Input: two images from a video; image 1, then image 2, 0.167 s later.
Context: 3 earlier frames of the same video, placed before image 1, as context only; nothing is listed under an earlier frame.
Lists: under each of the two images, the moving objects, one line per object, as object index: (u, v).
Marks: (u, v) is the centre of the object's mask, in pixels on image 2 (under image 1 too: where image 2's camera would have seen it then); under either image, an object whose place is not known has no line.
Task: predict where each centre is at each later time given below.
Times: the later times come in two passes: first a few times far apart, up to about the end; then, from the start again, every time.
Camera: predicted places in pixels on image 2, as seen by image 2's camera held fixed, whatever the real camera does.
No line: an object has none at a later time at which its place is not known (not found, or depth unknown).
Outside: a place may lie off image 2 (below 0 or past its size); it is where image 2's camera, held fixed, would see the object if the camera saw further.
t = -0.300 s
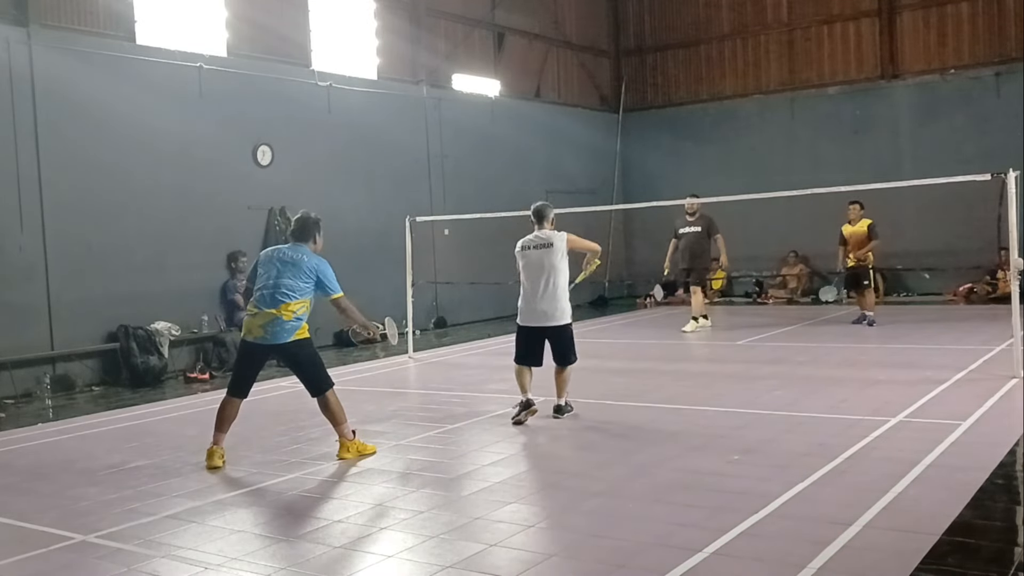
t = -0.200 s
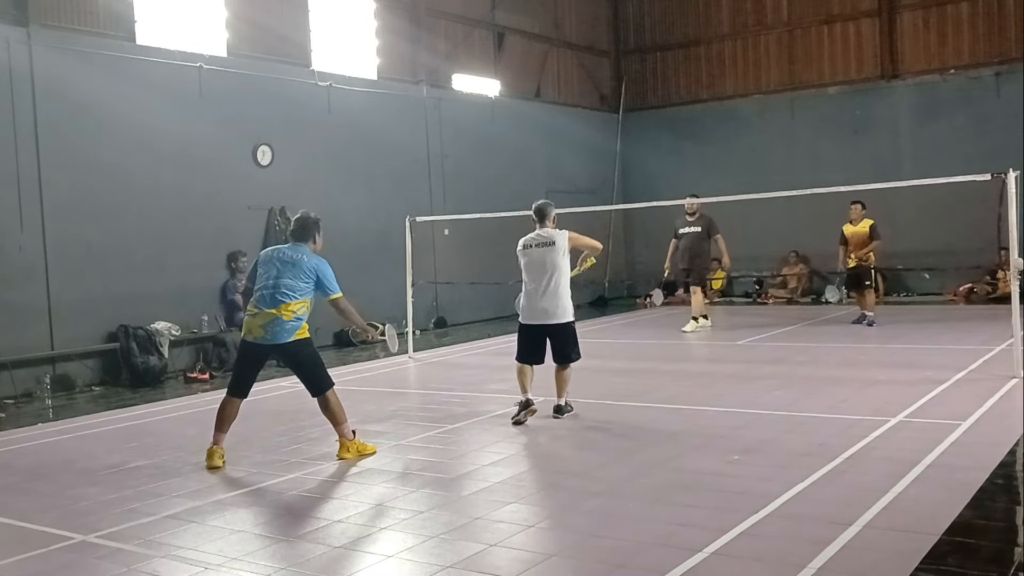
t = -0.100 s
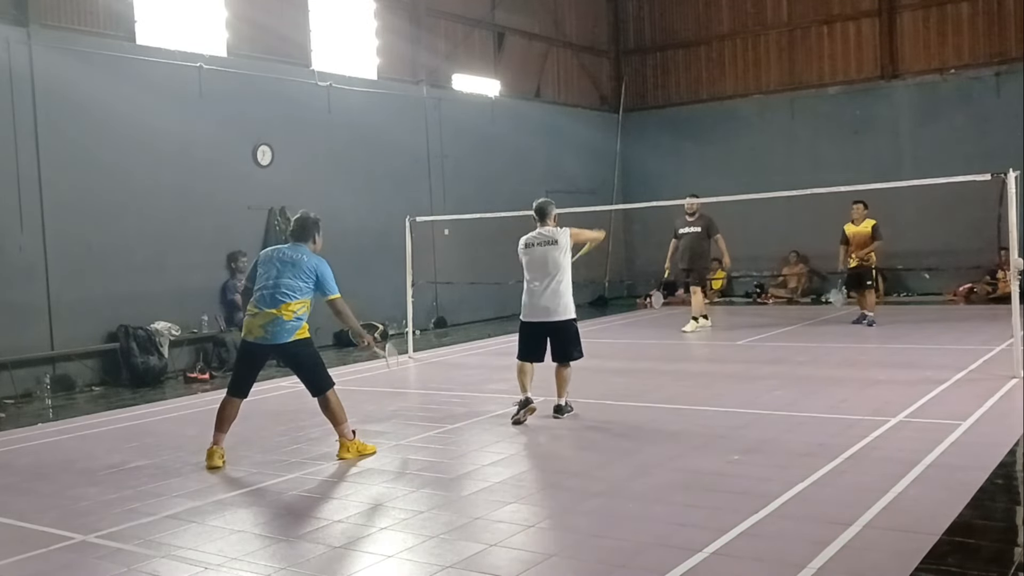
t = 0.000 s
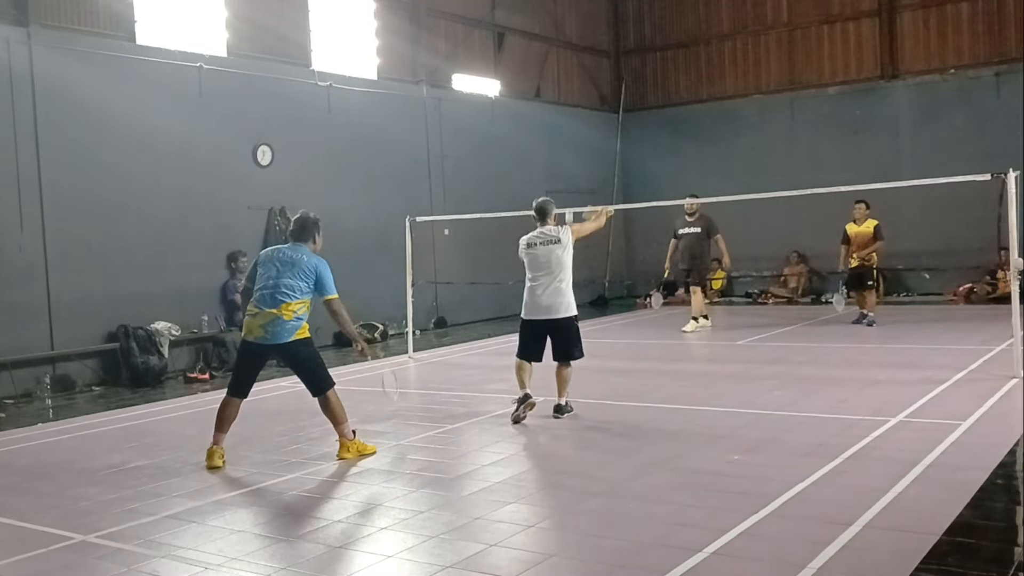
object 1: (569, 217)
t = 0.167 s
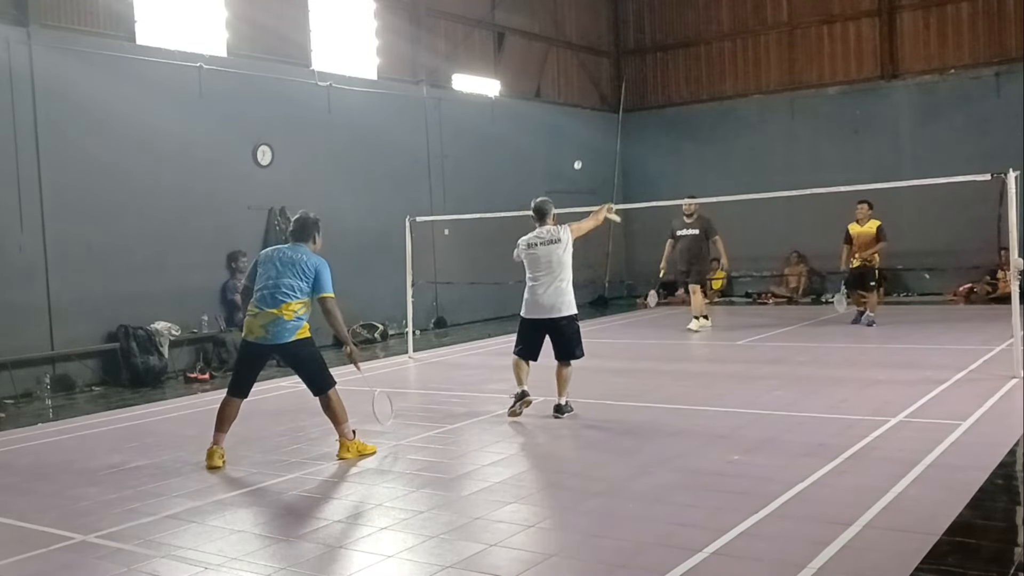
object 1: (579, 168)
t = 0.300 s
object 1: (584, 159)
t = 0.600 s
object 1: (595, 189)
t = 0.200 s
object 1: (580, 165)
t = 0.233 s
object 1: (581, 162)
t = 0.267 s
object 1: (582, 160)
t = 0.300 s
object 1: (584, 159)
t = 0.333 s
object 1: (585, 159)
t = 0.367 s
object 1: (586, 160)
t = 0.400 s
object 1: (587, 161)
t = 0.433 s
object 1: (589, 165)
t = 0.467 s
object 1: (591, 167)
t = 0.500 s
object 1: (592, 171)
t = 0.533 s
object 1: (593, 176)
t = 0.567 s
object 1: (594, 182)
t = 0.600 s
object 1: (595, 189)
